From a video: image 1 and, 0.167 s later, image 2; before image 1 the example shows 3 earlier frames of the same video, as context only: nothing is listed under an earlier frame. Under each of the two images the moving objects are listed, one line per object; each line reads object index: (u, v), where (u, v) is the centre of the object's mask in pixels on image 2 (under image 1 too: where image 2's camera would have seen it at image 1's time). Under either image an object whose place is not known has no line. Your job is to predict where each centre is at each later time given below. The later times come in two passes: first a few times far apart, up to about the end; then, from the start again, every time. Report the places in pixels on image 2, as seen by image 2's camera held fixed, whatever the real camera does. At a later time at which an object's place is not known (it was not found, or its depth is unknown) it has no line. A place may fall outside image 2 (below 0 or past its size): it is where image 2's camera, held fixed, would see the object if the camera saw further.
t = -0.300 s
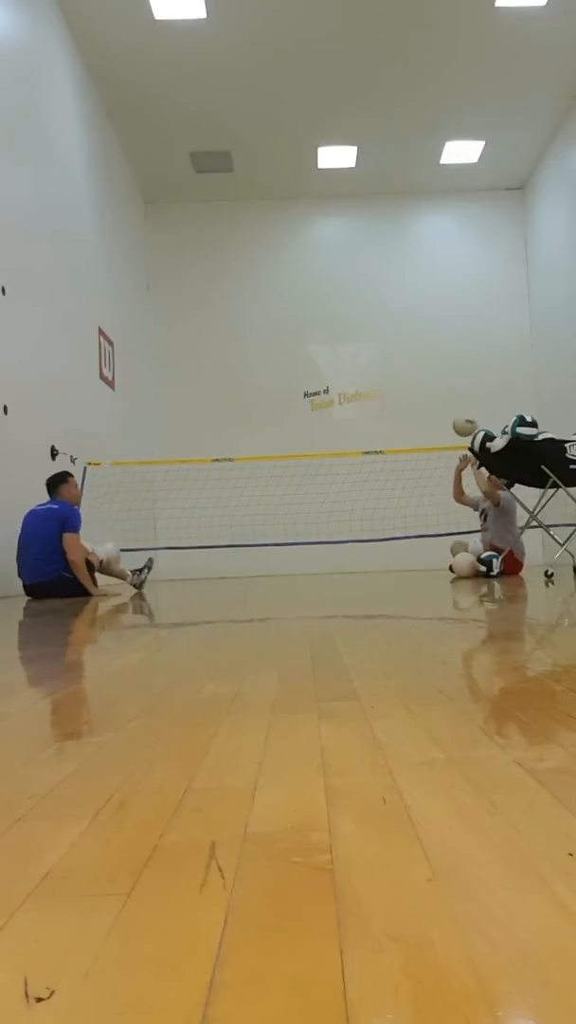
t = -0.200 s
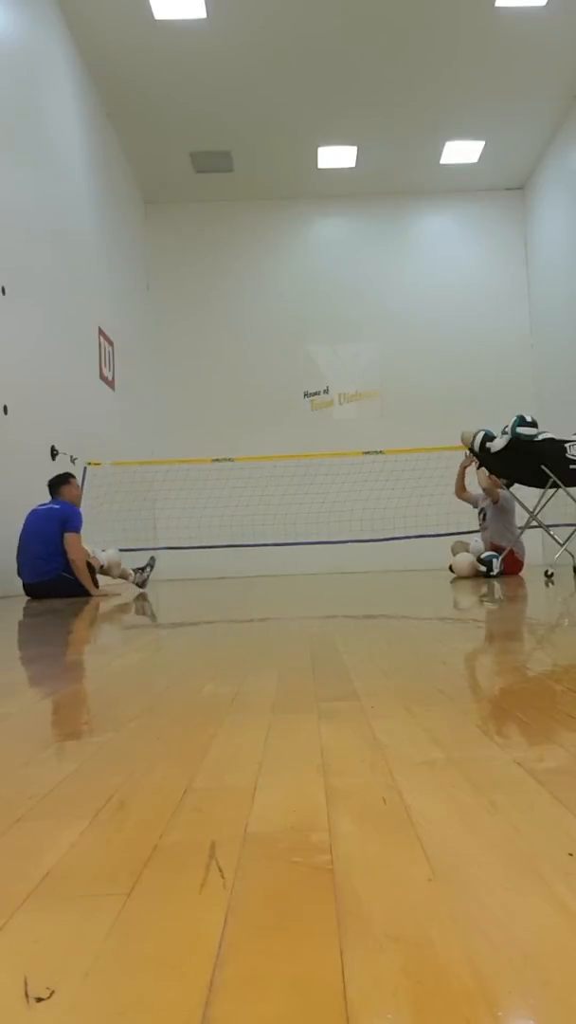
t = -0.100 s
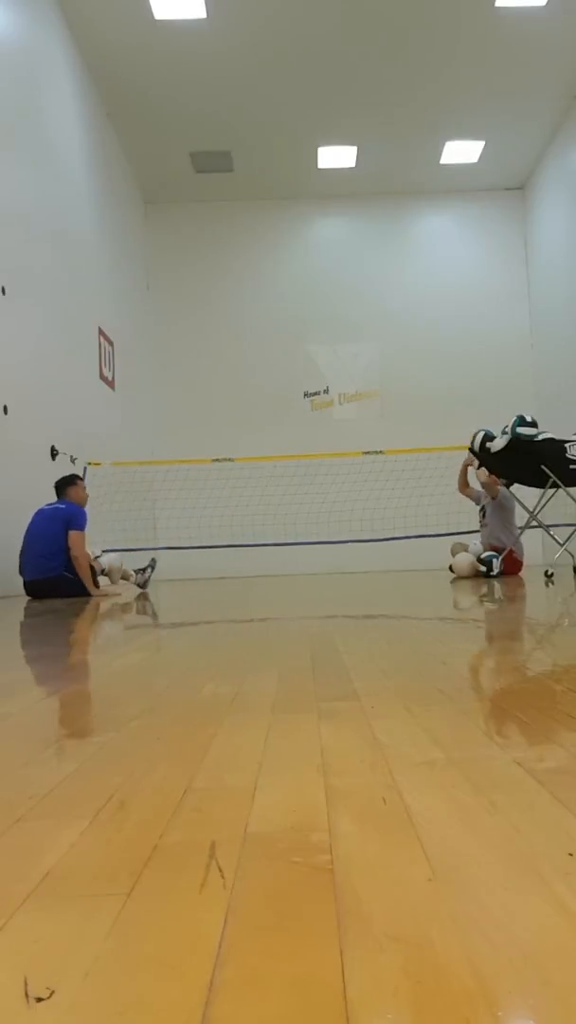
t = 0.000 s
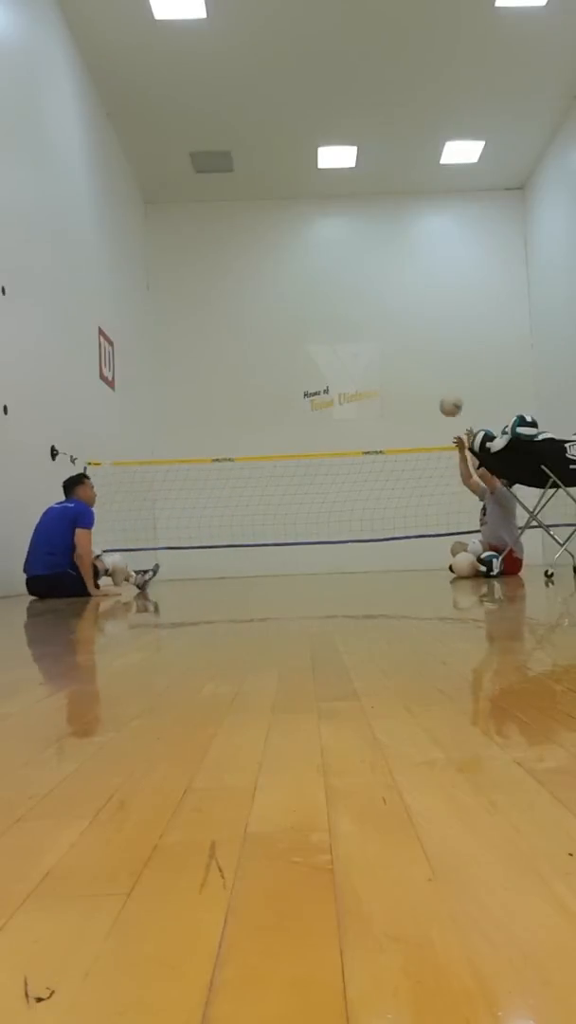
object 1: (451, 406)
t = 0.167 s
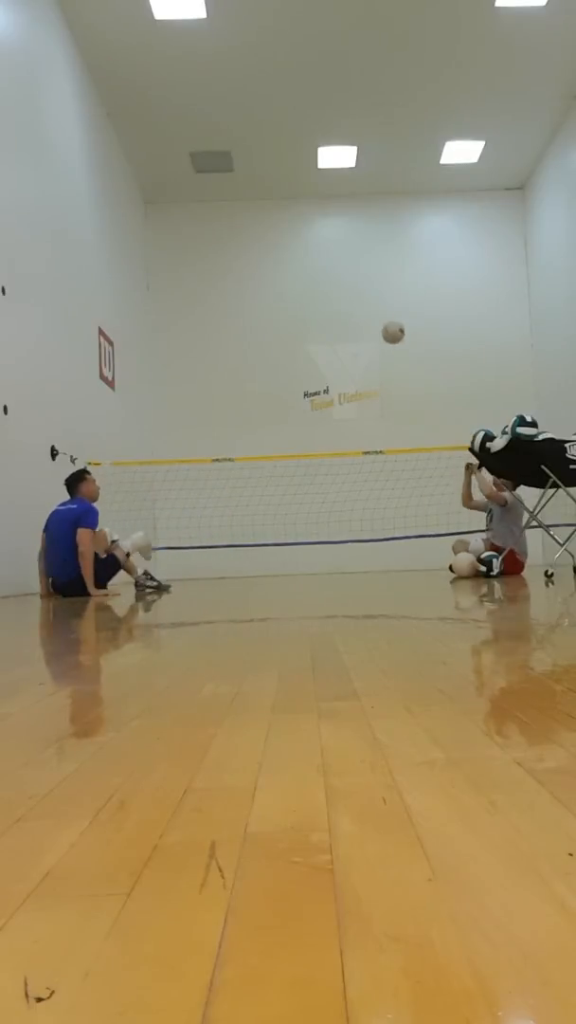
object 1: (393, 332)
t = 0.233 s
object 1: (371, 311)
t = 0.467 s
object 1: (299, 277)
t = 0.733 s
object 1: (221, 307)
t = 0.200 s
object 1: (382, 322)
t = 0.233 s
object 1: (371, 311)
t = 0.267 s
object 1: (360, 303)
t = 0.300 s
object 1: (350, 296)
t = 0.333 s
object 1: (340, 289)
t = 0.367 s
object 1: (329, 285)
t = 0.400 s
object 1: (319, 280)
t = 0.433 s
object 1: (309, 278)
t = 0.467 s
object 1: (299, 277)
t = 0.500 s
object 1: (289, 276)
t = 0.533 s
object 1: (279, 278)
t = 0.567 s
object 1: (269, 280)
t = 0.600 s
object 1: (259, 283)
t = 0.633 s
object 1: (250, 288)
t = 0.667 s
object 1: (240, 293)
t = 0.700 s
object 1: (230, 299)
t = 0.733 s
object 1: (221, 307)
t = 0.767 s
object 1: (212, 315)
